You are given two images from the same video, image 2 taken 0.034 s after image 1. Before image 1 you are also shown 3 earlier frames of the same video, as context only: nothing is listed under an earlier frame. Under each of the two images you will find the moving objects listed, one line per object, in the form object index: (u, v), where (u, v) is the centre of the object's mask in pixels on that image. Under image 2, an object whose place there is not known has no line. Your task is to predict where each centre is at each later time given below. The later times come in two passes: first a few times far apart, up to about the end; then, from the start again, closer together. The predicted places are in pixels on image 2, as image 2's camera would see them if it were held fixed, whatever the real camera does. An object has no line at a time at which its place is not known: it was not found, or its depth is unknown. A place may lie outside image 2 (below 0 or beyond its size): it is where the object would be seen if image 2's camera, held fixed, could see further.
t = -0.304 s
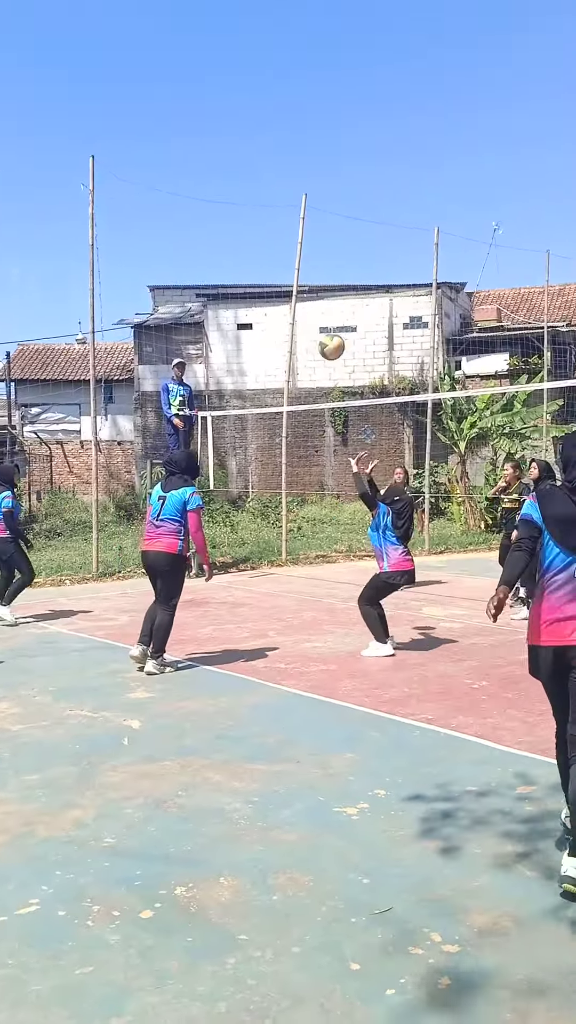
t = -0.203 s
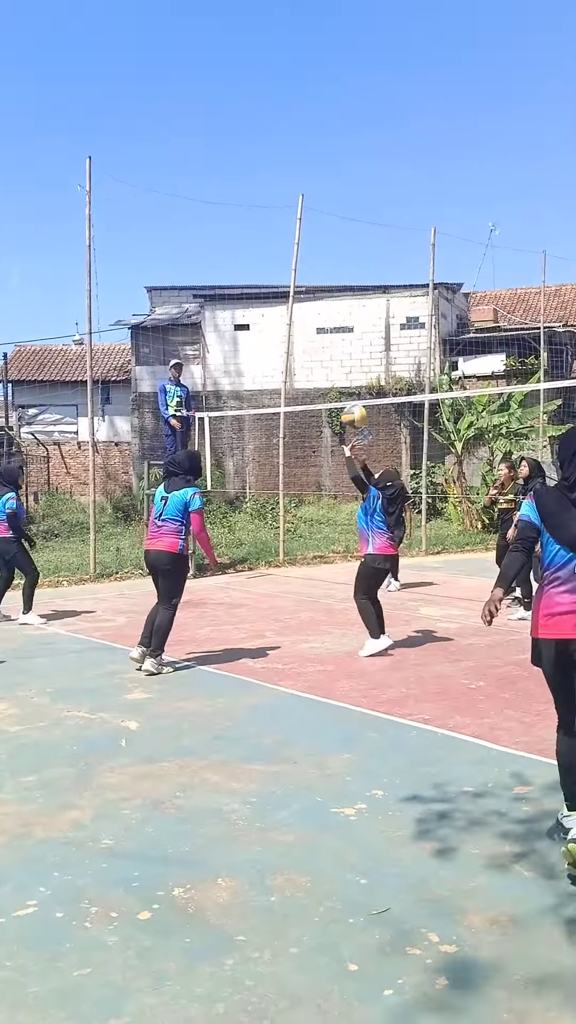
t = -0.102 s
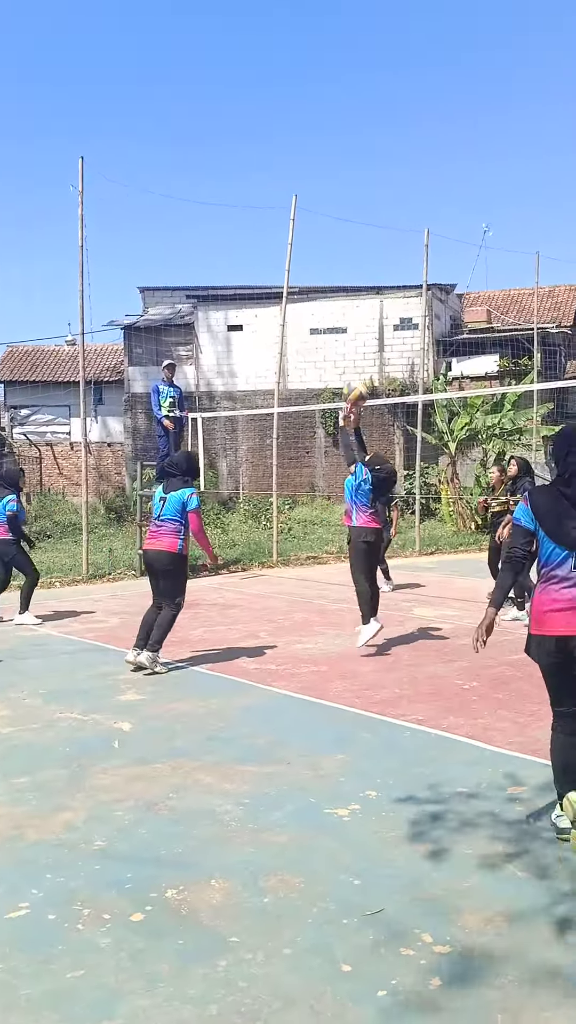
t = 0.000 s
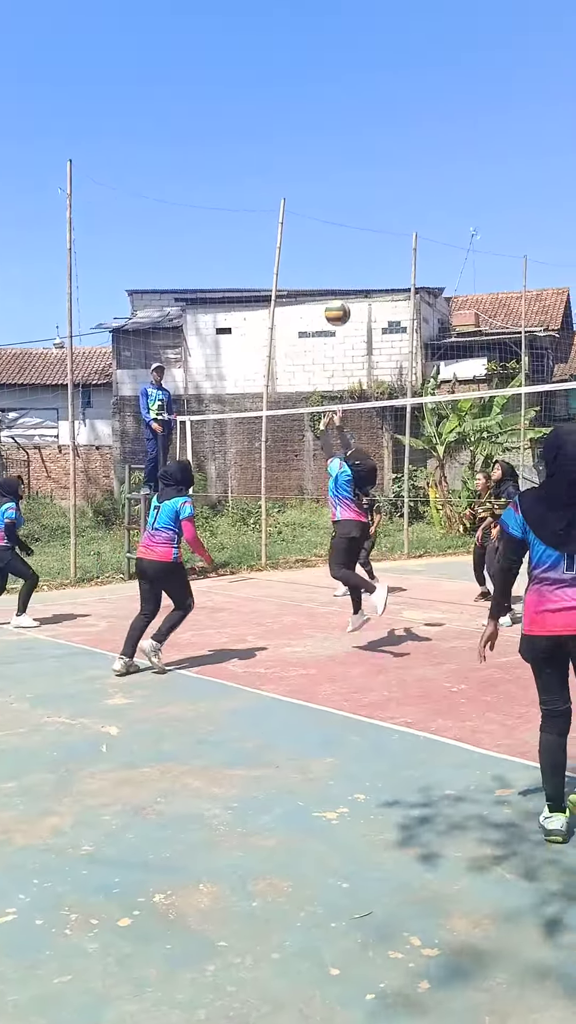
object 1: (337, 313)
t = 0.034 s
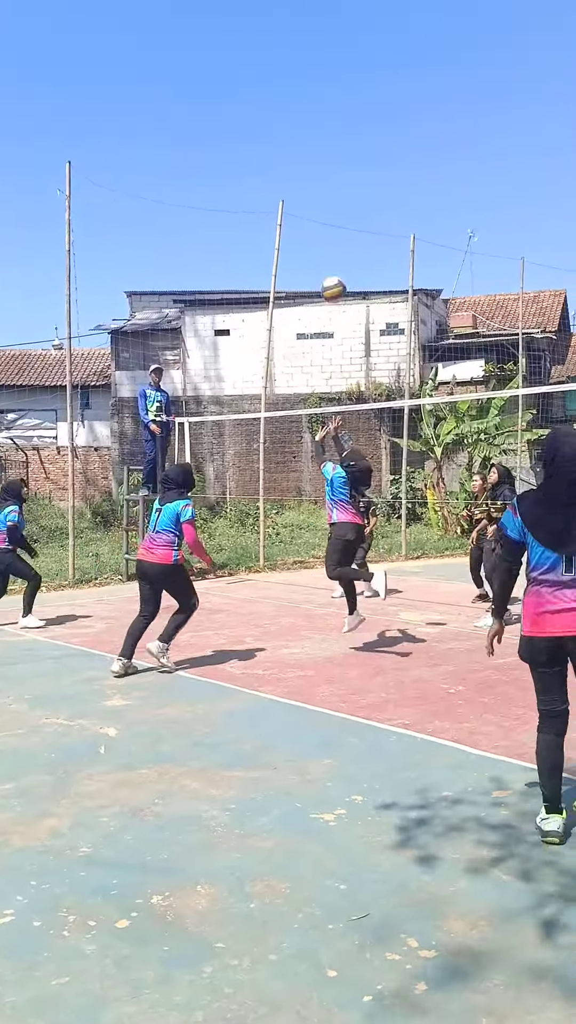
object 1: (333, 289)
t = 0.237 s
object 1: (320, 175)
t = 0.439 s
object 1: (309, 115)
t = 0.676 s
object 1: (298, 107)
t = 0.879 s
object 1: (289, 149)
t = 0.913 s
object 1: (288, 160)
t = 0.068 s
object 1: (331, 267)
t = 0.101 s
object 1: (329, 245)
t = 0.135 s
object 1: (327, 225)
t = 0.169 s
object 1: (325, 207)
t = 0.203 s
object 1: (323, 191)
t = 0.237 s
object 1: (320, 175)
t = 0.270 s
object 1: (318, 162)
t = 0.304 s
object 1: (317, 149)
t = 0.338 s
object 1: (315, 139)
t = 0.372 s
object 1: (312, 129)
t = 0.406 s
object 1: (310, 121)
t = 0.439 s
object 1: (309, 115)
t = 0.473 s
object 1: (307, 110)
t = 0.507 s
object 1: (306, 106)
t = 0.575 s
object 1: (302, 103)
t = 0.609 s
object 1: (301, 103)
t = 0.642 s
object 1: (300, 104)
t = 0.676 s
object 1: (298, 107)
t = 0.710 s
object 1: (296, 111)
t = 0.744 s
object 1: (295, 116)
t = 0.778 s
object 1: (293, 123)
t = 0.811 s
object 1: (291, 130)
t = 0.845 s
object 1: (290, 139)
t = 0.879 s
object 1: (289, 149)
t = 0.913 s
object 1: (288, 160)
